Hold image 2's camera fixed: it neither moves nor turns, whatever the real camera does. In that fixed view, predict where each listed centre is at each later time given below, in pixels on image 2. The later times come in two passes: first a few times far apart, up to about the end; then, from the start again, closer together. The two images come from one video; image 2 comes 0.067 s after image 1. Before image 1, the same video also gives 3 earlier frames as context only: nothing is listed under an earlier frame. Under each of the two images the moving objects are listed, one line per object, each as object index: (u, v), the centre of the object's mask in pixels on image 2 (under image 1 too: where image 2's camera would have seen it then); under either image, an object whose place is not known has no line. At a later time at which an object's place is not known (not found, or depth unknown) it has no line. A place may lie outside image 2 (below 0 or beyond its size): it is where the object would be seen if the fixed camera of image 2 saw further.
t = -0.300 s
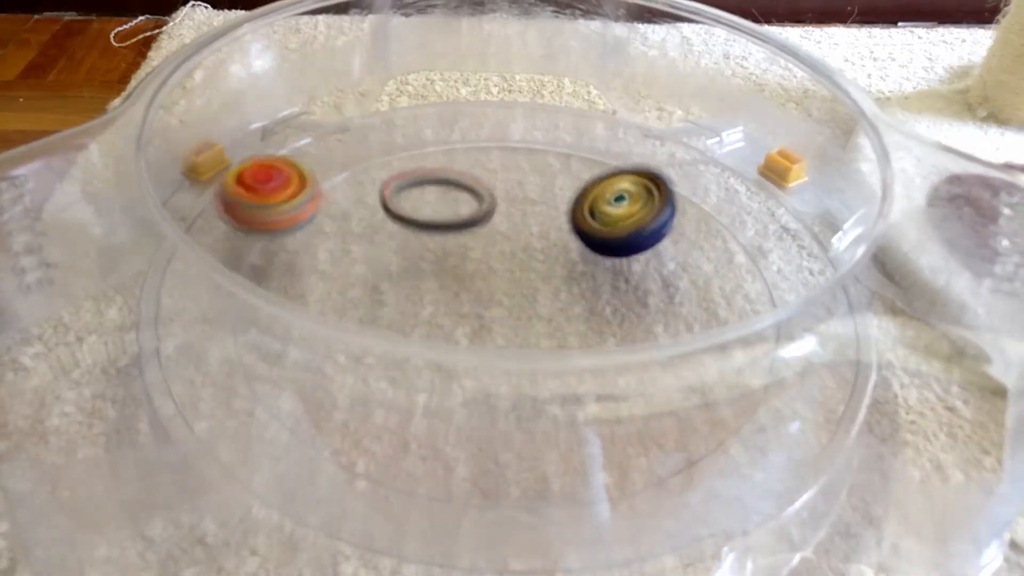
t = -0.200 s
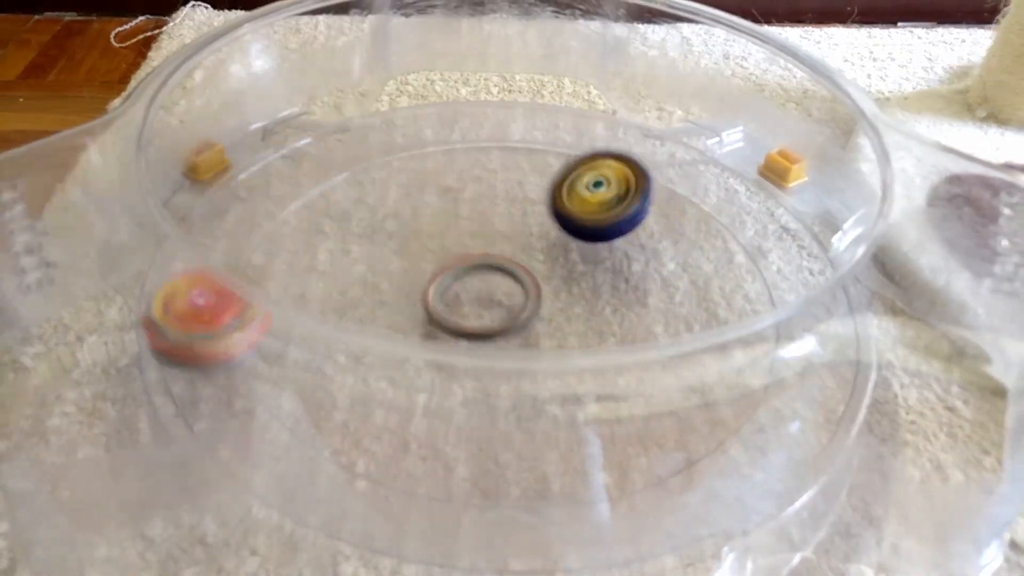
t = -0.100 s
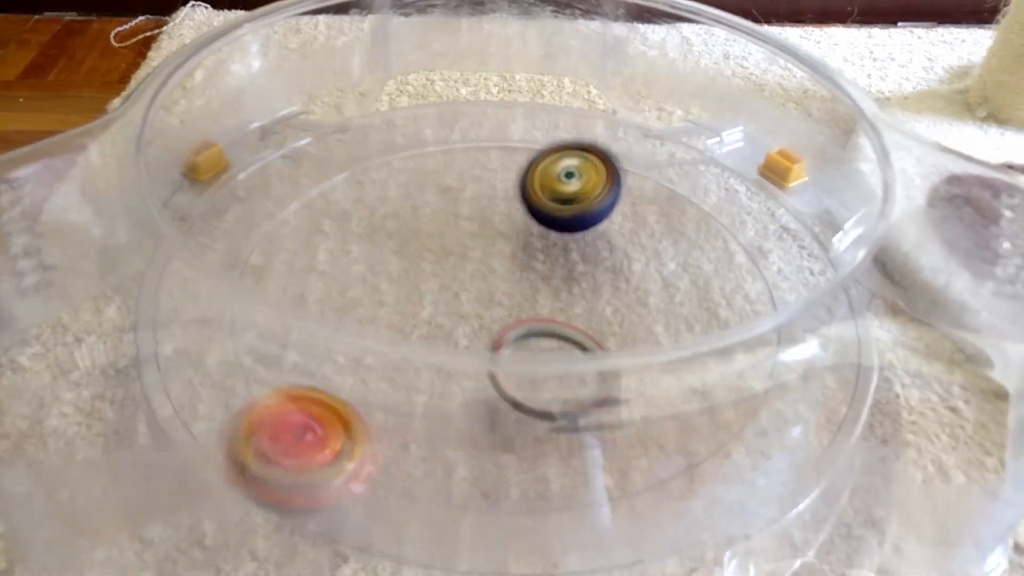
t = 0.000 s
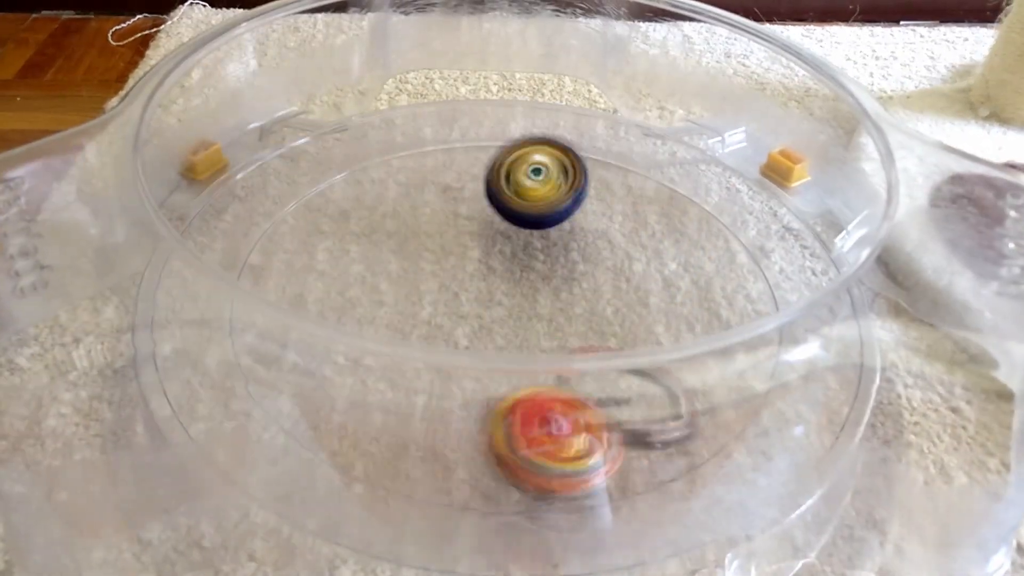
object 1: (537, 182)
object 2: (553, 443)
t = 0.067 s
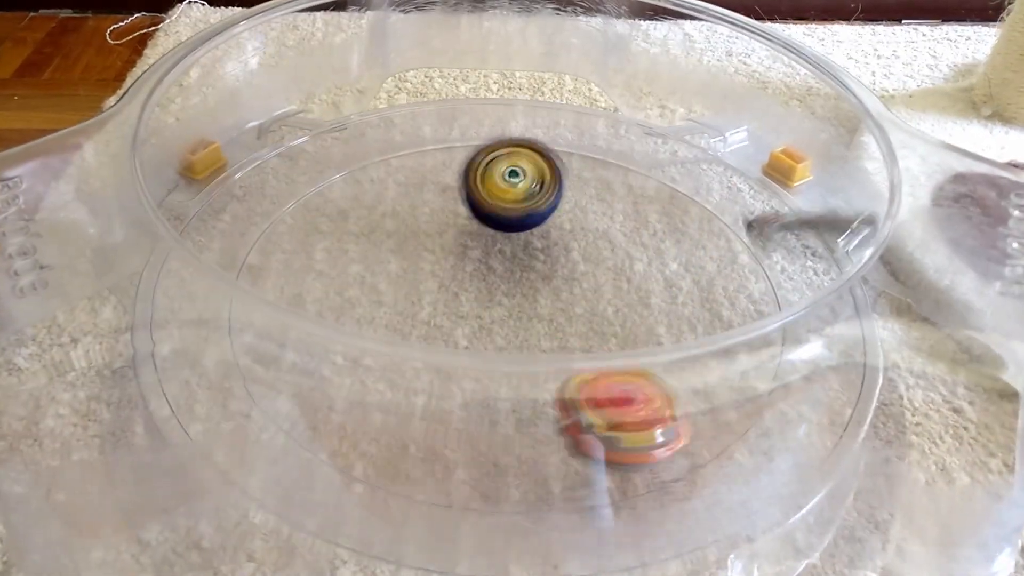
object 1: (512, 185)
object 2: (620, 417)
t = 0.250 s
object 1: (446, 210)
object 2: (677, 235)
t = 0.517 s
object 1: (377, 271)
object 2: (390, 144)
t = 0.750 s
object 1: (450, 343)
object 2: (242, 301)
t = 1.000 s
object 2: (507, 402)
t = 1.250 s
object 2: (581, 197)
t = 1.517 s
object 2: (340, 166)
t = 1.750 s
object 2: (385, 362)
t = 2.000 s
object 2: (726, 275)
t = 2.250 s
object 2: (568, 129)
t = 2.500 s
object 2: (346, 235)
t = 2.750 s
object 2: (557, 439)
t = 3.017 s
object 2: (728, 256)
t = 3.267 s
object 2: (463, 184)
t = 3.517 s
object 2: (275, 336)
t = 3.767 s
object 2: (609, 425)
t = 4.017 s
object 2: (647, 218)
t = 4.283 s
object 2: (382, 141)
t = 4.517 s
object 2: (278, 293)
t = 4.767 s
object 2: (615, 404)
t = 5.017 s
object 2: (706, 203)
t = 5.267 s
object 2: (476, 137)
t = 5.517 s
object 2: (320, 284)
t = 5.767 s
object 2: (573, 444)
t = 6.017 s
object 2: (730, 278)
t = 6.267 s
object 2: (506, 169)
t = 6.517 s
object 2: (278, 239)
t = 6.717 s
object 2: (363, 398)
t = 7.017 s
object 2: (690, 296)
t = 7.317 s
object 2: (527, 139)
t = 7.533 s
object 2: (344, 194)
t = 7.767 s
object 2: (388, 392)
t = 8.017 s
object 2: (710, 382)
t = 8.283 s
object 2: (640, 196)
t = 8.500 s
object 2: (427, 177)
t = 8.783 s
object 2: (295, 333)
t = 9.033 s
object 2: (593, 410)
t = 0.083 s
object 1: (507, 187)
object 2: (637, 410)
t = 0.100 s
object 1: (501, 188)
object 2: (652, 401)
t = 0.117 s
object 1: (495, 191)
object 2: (664, 380)
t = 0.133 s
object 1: (489, 192)
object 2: (671, 363)
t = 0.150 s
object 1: (483, 195)
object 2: (678, 336)
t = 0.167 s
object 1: (477, 196)
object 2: (680, 314)
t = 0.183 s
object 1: (471, 199)
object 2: (687, 304)
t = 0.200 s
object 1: (465, 202)
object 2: (689, 288)
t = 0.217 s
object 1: (458, 204)
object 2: (688, 268)
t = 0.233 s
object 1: (452, 207)
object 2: (683, 251)
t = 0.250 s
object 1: (446, 210)
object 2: (677, 235)
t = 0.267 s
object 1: (441, 212)
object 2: (668, 218)
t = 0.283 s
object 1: (435, 215)
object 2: (657, 202)
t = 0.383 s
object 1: (405, 237)
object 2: (565, 128)
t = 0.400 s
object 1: (400, 241)
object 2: (546, 122)
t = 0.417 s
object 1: (396, 245)
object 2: (525, 121)
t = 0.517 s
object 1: (377, 271)
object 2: (390, 144)
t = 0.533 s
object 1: (374, 276)
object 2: (369, 149)
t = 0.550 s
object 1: (373, 280)
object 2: (348, 154)
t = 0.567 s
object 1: (371, 284)
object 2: (329, 161)
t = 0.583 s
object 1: (371, 287)
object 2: (310, 168)
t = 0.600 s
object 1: (371, 289)
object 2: (296, 180)
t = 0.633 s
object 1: (372, 296)
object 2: (273, 209)
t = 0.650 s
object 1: (372, 298)
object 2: (263, 225)
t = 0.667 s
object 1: (375, 301)
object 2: (260, 241)
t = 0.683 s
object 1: (377, 303)
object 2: (264, 254)
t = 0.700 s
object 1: (378, 317)
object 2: (262, 274)
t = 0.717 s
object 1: (394, 326)
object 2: (255, 289)
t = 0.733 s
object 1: (424, 334)
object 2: (234, 299)
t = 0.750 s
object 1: (450, 343)
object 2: (242, 301)
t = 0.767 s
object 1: (482, 352)
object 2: (251, 307)
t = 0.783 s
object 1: (507, 353)
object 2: (262, 322)
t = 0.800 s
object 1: (532, 375)
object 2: (273, 339)
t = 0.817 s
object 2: (282, 356)
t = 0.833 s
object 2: (295, 363)
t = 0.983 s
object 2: (484, 406)
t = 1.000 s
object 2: (507, 402)
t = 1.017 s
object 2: (531, 396)
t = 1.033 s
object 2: (548, 375)
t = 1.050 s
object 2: (562, 354)
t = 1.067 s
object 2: (577, 345)
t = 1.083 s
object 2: (586, 327)
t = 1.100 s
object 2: (596, 320)
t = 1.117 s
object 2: (605, 309)
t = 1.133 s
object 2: (608, 294)
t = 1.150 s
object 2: (610, 279)
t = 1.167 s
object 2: (610, 265)
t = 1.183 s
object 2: (608, 251)
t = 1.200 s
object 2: (604, 237)
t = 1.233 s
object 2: (591, 211)
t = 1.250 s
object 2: (581, 197)
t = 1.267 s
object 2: (571, 187)
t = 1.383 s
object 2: (470, 126)
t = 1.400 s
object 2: (454, 122)
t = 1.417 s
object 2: (436, 123)
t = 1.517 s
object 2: (340, 166)
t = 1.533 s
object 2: (325, 175)
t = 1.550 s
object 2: (312, 183)
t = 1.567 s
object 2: (301, 195)
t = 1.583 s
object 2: (294, 207)
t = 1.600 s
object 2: (288, 220)
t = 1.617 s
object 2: (285, 234)
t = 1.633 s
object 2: (284, 251)
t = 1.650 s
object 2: (290, 264)
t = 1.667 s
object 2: (300, 276)
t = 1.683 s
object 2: (313, 288)
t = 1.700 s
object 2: (322, 309)
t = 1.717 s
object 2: (337, 326)
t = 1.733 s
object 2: (358, 350)
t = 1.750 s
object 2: (385, 362)
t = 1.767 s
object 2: (411, 372)
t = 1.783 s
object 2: (440, 380)
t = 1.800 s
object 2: (472, 386)
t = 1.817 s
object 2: (501, 389)
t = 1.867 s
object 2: (586, 373)
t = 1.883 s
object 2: (614, 371)
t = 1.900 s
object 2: (636, 350)
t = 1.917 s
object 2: (659, 341)
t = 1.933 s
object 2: (670, 318)
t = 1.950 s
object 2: (687, 310)
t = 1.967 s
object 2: (704, 300)
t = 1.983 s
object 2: (717, 290)
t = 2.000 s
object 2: (726, 275)
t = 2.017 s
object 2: (731, 261)
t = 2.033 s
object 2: (735, 245)
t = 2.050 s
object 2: (736, 230)
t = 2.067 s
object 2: (735, 215)
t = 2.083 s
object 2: (731, 202)
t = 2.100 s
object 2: (718, 190)
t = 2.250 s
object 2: (568, 129)
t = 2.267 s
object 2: (551, 128)
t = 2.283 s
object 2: (534, 126)
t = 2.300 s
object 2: (517, 127)
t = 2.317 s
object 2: (498, 129)
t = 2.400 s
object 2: (414, 158)
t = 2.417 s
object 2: (400, 167)
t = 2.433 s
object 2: (385, 179)
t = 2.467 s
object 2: (362, 206)
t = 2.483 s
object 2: (352, 219)
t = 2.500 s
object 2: (346, 235)
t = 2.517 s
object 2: (342, 251)
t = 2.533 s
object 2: (339, 267)
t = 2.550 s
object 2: (341, 282)
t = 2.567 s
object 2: (349, 294)
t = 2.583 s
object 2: (352, 314)
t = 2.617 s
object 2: (369, 359)
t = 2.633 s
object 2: (379, 385)
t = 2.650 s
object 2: (401, 396)
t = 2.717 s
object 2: (500, 430)
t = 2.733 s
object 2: (526, 436)
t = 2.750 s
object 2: (557, 439)
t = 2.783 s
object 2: (616, 439)
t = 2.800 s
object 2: (649, 435)
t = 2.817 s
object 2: (672, 431)
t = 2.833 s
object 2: (696, 422)
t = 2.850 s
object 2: (708, 407)
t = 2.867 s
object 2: (719, 394)
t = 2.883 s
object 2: (729, 383)
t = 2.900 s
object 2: (734, 363)
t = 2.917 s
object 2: (740, 343)
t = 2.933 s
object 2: (739, 319)
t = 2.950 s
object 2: (734, 299)
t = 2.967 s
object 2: (739, 291)
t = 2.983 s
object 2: (740, 281)
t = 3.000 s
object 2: (735, 269)
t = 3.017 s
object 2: (728, 256)
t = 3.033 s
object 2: (719, 245)
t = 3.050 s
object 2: (708, 234)
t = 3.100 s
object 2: (664, 206)
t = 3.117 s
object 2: (646, 199)
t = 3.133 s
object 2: (627, 193)
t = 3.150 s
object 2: (609, 188)
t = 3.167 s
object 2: (587, 184)
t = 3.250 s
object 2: (483, 182)
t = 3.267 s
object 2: (463, 184)
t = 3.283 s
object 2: (443, 188)
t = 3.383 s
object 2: (338, 227)
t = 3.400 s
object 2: (324, 238)
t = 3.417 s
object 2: (311, 248)
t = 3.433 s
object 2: (300, 262)
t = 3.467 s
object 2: (293, 277)
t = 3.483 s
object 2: (280, 299)
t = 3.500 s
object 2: (276, 320)
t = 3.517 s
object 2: (275, 336)
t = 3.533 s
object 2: (275, 358)
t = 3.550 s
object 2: (286, 371)
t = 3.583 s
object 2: (313, 399)
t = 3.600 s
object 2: (331, 414)
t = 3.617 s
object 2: (357, 423)
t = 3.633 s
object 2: (386, 433)
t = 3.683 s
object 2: (478, 446)
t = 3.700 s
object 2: (507, 446)
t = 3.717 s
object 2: (533, 444)
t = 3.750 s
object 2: (587, 432)
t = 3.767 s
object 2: (609, 425)
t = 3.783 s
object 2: (632, 414)
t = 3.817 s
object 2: (666, 397)
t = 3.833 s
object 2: (683, 387)
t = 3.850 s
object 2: (686, 358)
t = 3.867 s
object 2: (690, 339)
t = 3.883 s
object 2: (687, 315)
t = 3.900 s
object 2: (691, 307)
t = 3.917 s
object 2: (694, 297)
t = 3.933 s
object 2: (691, 284)
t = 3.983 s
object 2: (670, 242)
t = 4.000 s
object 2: (659, 230)
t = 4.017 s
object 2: (647, 218)
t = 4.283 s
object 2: (382, 141)
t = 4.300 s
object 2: (365, 144)
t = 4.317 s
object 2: (349, 149)
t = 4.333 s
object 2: (333, 154)
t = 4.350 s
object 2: (319, 162)
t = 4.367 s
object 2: (307, 171)
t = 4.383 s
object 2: (296, 182)
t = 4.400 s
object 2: (286, 193)
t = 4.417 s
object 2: (278, 206)
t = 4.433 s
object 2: (271, 219)
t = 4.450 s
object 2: (267, 233)
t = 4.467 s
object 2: (266, 247)
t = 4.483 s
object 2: (271, 259)
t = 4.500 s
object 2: (279, 270)
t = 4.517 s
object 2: (278, 293)
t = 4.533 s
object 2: (286, 306)
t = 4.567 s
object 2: (309, 348)
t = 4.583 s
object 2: (326, 370)
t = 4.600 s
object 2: (348, 381)
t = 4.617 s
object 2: (375, 392)
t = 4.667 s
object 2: (456, 410)
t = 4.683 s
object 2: (483, 413)
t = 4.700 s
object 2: (512, 414)
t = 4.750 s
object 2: (593, 409)
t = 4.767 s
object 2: (615, 404)
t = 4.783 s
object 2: (637, 396)
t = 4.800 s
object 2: (655, 375)
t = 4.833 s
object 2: (684, 341)
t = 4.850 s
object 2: (697, 330)
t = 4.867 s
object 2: (702, 308)
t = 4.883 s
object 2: (712, 300)
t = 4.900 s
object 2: (721, 292)
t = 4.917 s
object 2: (727, 281)
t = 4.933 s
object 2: (728, 267)
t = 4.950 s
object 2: (728, 254)
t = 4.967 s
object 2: (725, 240)
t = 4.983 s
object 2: (720, 227)
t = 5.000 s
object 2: (714, 215)
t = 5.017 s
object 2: (706, 203)
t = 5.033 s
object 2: (697, 192)
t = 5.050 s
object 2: (686, 182)
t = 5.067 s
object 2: (674, 173)
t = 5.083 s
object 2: (662, 165)
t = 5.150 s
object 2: (600, 140)
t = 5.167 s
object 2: (583, 136)
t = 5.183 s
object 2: (565, 134)
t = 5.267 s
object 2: (476, 137)
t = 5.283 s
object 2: (460, 141)
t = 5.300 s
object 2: (443, 146)
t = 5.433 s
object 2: (335, 221)
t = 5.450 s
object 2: (327, 234)
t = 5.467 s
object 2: (322, 248)
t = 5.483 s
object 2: (317, 262)
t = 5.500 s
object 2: (316, 275)
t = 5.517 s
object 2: (320, 284)
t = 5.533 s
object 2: (318, 301)
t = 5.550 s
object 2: (320, 319)
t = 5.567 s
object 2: (325, 340)
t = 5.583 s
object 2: (333, 359)
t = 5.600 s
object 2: (343, 379)
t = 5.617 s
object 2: (361, 390)
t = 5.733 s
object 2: (522, 444)
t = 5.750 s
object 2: (549, 446)
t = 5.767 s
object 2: (573, 444)
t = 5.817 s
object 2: (652, 428)
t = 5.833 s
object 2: (668, 420)
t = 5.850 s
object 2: (689, 411)
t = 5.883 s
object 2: (718, 392)
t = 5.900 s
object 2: (732, 380)
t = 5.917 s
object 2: (737, 363)
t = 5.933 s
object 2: (743, 347)
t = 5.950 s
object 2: (742, 326)
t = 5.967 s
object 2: (732, 303)
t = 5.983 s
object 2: (733, 296)
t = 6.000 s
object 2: (734, 288)
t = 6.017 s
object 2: (730, 278)
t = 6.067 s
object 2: (700, 242)
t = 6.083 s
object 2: (688, 232)
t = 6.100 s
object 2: (674, 223)
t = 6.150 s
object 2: (629, 198)
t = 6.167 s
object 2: (612, 192)
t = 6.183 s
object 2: (595, 186)
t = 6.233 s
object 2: (543, 174)
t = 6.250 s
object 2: (524, 171)
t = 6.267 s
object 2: (506, 169)
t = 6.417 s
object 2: (350, 187)
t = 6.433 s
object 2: (336, 194)
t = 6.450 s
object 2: (322, 201)
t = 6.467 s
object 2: (309, 209)
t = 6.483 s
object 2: (297, 218)
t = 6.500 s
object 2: (287, 227)
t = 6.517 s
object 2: (278, 239)
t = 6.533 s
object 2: (272, 251)
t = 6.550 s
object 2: (271, 259)
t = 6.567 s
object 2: (273, 267)
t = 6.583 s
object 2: (265, 288)
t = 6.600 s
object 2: (270, 298)
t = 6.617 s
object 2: (269, 319)
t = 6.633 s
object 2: (276, 337)
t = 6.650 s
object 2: (284, 358)
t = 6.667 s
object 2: (299, 369)
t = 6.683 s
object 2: (319, 379)
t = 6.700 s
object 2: (341, 390)
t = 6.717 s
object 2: (363, 398)
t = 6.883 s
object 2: (610, 405)
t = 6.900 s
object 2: (628, 399)
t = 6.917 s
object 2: (643, 375)
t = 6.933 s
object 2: (656, 364)
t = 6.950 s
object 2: (665, 344)
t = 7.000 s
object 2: (686, 305)
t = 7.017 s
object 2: (690, 296)
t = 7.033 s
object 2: (693, 282)
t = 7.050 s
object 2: (692, 271)
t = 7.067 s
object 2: (691, 259)
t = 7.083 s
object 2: (687, 245)
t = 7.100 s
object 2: (682, 234)
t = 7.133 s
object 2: (668, 212)
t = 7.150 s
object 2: (661, 201)
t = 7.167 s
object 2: (650, 192)
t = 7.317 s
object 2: (527, 139)
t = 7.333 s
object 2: (512, 137)
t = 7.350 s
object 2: (495, 136)
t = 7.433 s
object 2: (418, 148)
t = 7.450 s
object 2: (404, 153)
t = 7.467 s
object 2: (390, 160)
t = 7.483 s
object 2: (377, 168)
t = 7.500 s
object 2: (365, 175)
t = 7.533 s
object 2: (344, 194)
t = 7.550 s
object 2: (335, 205)
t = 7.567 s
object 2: (327, 218)
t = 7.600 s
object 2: (318, 244)
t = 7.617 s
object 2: (316, 256)
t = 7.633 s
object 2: (316, 270)
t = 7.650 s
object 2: (321, 280)
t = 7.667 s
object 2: (328, 289)
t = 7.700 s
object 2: (337, 324)
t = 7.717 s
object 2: (343, 345)
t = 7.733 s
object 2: (356, 360)
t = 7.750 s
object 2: (370, 383)
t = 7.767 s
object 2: (388, 392)
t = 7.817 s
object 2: (452, 411)
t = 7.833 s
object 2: (476, 417)
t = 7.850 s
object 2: (498, 420)
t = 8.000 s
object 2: (694, 390)
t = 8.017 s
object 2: (710, 382)
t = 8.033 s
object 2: (717, 360)
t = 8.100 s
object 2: (728, 298)
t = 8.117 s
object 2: (731, 290)
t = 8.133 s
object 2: (731, 281)
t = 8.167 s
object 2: (721, 259)
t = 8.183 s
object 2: (714, 247)
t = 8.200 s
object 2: (704, 237)
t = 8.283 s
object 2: (640, 196)
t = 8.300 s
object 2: (626, 191)
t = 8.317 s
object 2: (610, 184)
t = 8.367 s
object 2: (560, 175)
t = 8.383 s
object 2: (545, 173)
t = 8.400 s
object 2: (527, 170)
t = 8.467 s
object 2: (460, 172)
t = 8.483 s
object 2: (444, 174)
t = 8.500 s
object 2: (427, 177)
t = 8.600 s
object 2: (341, 210)
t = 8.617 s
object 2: (330, 217)
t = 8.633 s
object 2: (319, 226)
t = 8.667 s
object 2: (302, 245)
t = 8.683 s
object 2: (296, 256)
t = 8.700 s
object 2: (293, 265)
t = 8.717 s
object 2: (295, 273)
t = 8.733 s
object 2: (297, 281)
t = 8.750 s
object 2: (289, 303)
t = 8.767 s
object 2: (288, 326)
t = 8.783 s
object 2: (295, 333)
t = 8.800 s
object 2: (305, 349)
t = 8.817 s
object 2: (313, 367)
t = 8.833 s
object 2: (329, 379)
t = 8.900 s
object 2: (408, 409)
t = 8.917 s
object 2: (433, 415)
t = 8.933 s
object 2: (455, 418)
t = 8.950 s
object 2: (480, 421)
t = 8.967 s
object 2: (503, 421)
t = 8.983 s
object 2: (528, 419)
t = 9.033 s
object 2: (593, 410)
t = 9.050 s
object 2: (612, 405)
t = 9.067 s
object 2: (626, 398)
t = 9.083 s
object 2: (640, 380)
